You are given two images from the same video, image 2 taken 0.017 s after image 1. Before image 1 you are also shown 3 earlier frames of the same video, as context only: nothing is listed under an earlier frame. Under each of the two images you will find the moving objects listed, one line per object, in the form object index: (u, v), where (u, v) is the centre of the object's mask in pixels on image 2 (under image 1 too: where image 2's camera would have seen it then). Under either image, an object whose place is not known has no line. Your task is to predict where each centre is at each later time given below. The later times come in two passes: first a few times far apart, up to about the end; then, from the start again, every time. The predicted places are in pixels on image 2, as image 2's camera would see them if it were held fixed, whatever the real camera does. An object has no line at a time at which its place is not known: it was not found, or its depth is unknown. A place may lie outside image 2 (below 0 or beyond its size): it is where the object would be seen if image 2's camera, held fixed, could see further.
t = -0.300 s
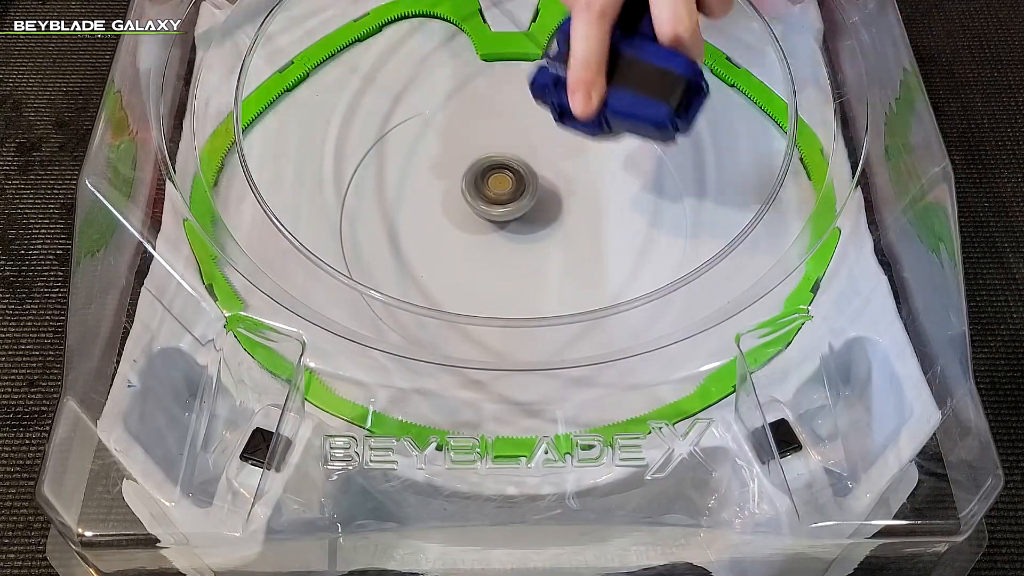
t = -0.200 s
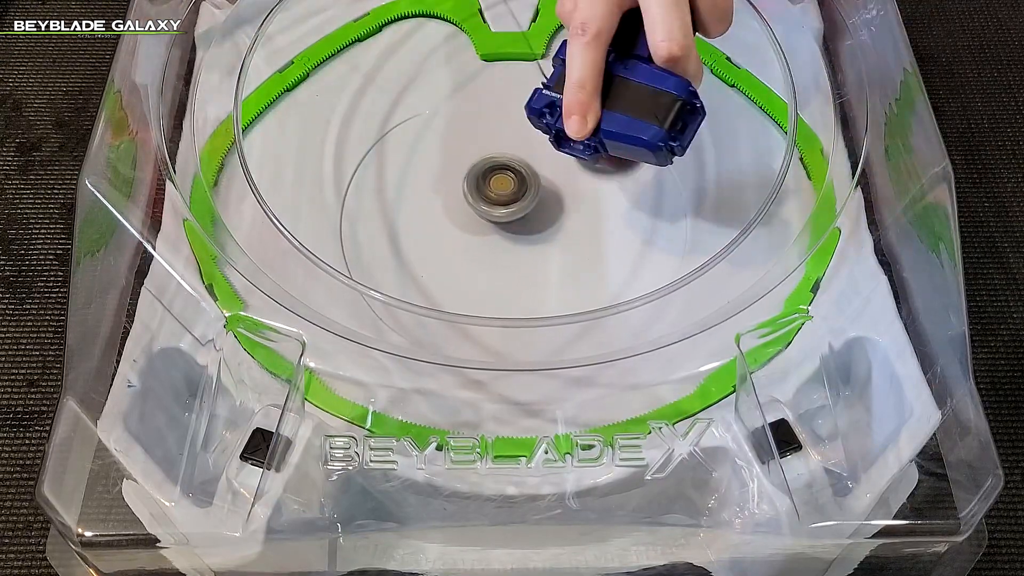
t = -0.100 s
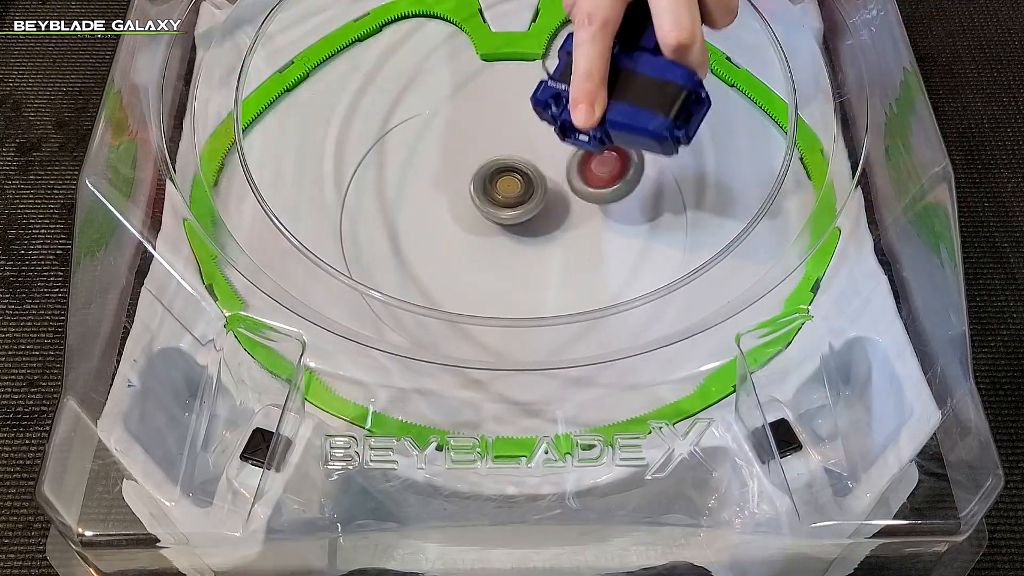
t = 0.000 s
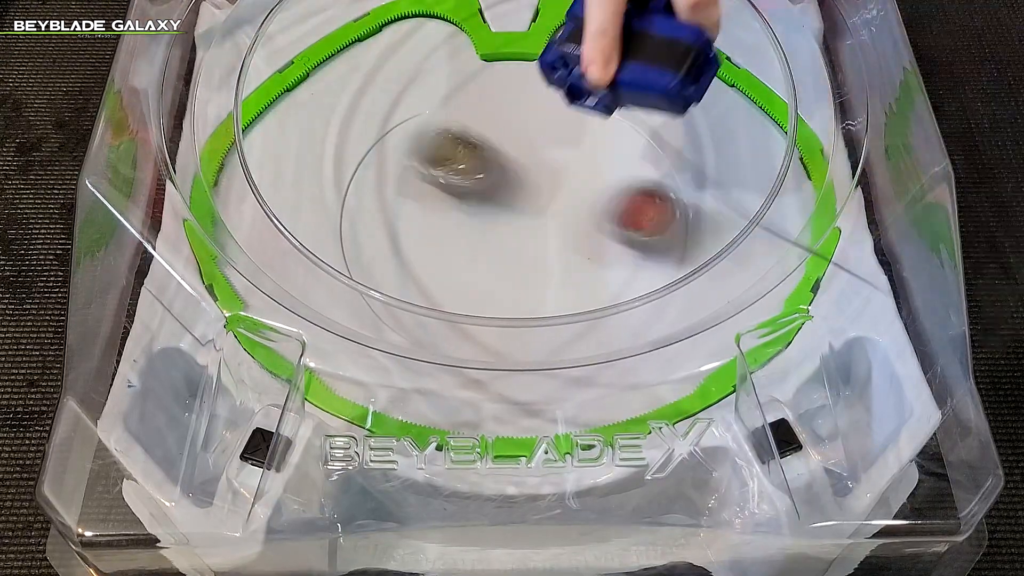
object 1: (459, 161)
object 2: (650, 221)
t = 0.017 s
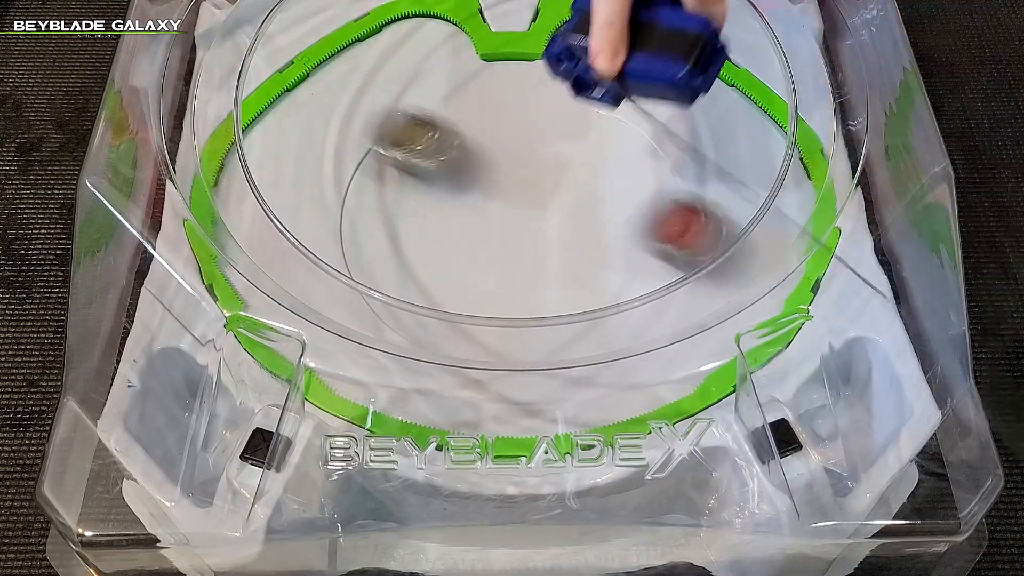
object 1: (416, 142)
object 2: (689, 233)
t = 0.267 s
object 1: (314, 178)
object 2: (578, 27)
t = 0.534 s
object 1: (484, 286)
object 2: (734, 184)
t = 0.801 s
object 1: (575, 102)
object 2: (546, 308)
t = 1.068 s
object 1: (434, 133)
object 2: (352, 249)
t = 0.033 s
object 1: (377, 127)
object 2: (728, 252)
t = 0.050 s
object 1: (353, 112)
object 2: (769, 274)
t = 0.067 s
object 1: (334, 99)
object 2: (777, 263)
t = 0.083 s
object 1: (315, 90)
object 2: (758, 230)
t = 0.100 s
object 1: (299, 85)
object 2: (734, 199)
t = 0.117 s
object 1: (284, 82)
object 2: (722, 182)
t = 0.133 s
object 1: (275, 84)
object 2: (698, 162)
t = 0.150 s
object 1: (259, 89)
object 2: (680, 147)
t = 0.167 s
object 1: (271, 104)
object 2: (663, 132)
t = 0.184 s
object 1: (275, 117)
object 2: (647, 106)
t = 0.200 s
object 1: (280, 127)
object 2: (627, 82)
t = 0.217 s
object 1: (288, 140)
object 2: (610, 60)
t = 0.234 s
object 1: (298, 156)
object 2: (592, 45)
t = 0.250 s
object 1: (306, 167)
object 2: (577, 31)
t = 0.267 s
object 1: (314, 178)
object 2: (578, 27)
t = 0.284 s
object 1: (322, 192)
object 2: (590, 28)
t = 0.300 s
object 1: (331, 205)
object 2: (603, 30)
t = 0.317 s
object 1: (340, 215)
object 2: (616, 36)
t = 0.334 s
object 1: (348, 227)
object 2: (628, 47)
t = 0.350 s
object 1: (358, 239)
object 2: (640, 52)
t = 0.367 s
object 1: (370, 251)
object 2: (652, 56)
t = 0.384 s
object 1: (382, 259)
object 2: (664, 65)
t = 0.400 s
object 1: (394, 267)
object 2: (677, 76)
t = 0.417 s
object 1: (407, 273)
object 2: (685, 83)
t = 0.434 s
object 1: (418, 278)
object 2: (694, 93)
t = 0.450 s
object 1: (430, 284)
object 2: (703, 106)
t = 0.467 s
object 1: (440, 289)
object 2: (712, 120)
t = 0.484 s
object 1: (453, 293)
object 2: (720, 132)
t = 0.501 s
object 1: (462, 293)
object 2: (724, 150)
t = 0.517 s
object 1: (473, 288)
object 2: (729, 165)
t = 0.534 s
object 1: (484, 286)
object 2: (734, 184)
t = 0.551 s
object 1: (497, 283)
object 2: (733, 201)
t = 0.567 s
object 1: (508, 278)
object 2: (743, 225)
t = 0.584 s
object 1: (519, 270)
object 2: (744, 244)
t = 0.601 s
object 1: (527, 262)
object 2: (744, 260)
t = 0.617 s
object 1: (537, 252)
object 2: (751, 286)
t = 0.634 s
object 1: (545, 238)
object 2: (753, 304)
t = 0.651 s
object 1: (551, 226)
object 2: (737, 304)
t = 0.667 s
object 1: (558, 213)
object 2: (717, 309)
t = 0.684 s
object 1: (563, 200)
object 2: (696, 310)
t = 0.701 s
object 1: (568, 185)
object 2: (667, 301)
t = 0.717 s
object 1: (572, 171)
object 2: (644, 303)
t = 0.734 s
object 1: (574, 157)
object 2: (627, 307)
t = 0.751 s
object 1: (576, 142)
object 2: (608, 310)
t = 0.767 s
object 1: (576, 129)
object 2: (587, 310)
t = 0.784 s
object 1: (576, 115)
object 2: (565, 309)
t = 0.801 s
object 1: (575, 102)
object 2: (546, 308)
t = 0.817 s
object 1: (571, 89)
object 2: (519, 300)
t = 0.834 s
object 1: (568, 77)
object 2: (500, 297)
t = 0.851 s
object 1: (563, 65)
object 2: (482, 292)
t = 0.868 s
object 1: (557, 54)
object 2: (462, 289)
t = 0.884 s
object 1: (552, 43)
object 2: (447, 284)
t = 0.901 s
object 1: (541, 38)
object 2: (432, 281)
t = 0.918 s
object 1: (530, 45)
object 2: (418, 277)
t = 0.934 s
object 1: (518, 54)
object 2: (405, 273)
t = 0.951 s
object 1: (508, 66)
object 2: (393, 269)
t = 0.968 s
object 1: (498, 74)
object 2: (382, 266)
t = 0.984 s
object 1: (486, 83)
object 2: (373, 262)
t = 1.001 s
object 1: (473, 95)
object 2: (365, 258)
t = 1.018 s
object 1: (464, 104)
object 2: (356, 255)
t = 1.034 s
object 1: (454, 113)
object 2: (352, 253)
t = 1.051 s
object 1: (443, 124)
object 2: (346, 254)
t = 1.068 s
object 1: (434, 133)
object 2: (352, 249)
